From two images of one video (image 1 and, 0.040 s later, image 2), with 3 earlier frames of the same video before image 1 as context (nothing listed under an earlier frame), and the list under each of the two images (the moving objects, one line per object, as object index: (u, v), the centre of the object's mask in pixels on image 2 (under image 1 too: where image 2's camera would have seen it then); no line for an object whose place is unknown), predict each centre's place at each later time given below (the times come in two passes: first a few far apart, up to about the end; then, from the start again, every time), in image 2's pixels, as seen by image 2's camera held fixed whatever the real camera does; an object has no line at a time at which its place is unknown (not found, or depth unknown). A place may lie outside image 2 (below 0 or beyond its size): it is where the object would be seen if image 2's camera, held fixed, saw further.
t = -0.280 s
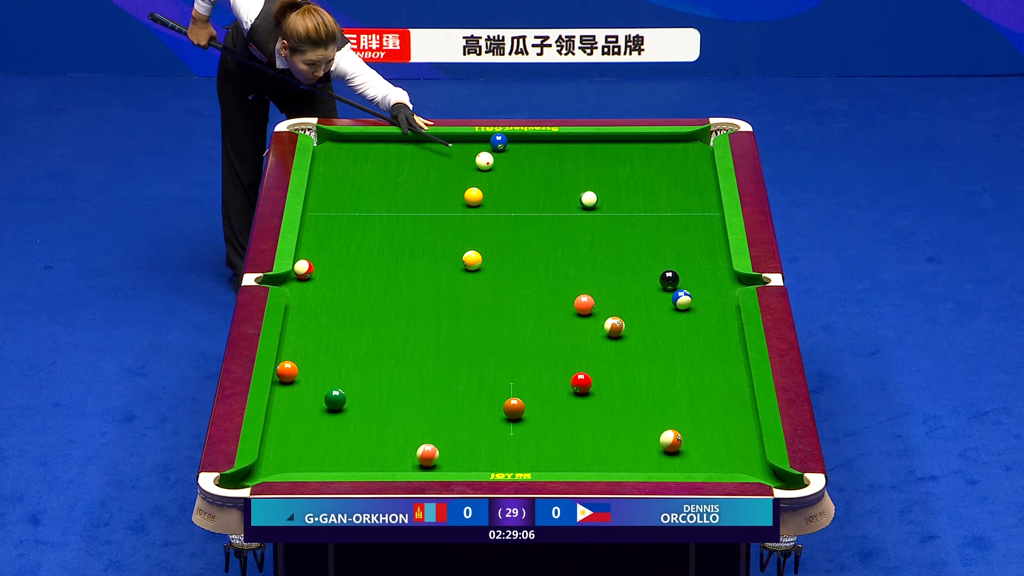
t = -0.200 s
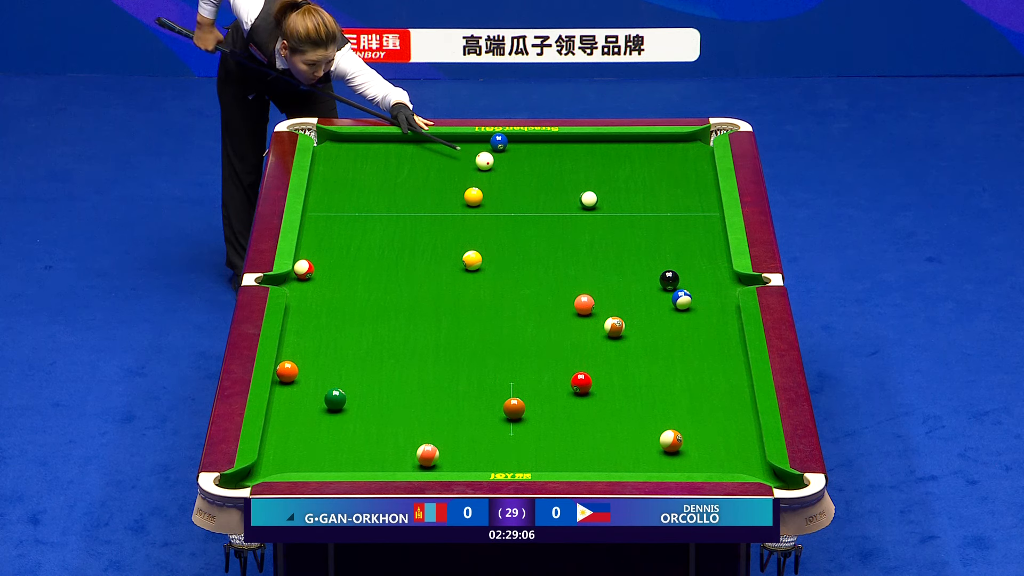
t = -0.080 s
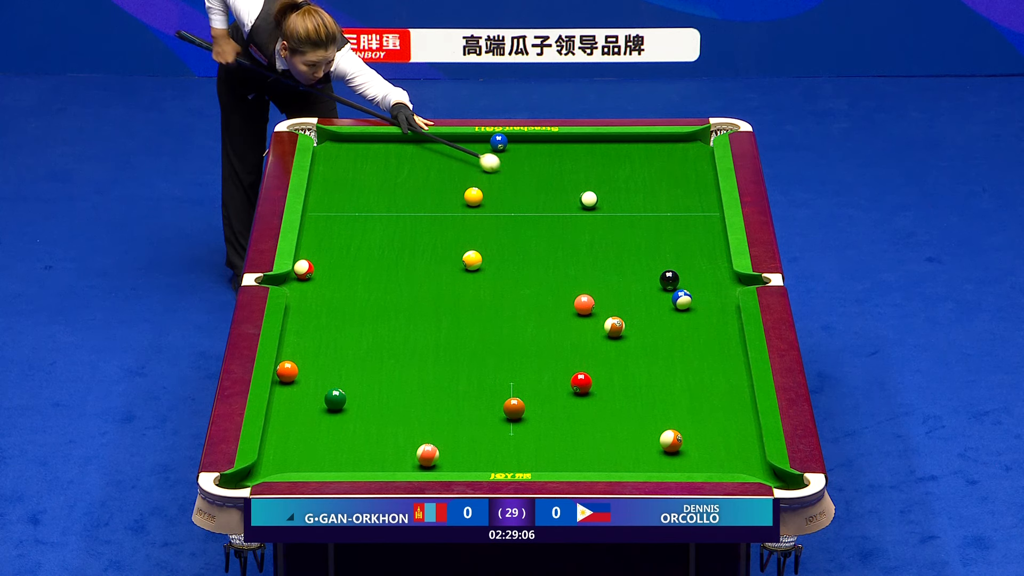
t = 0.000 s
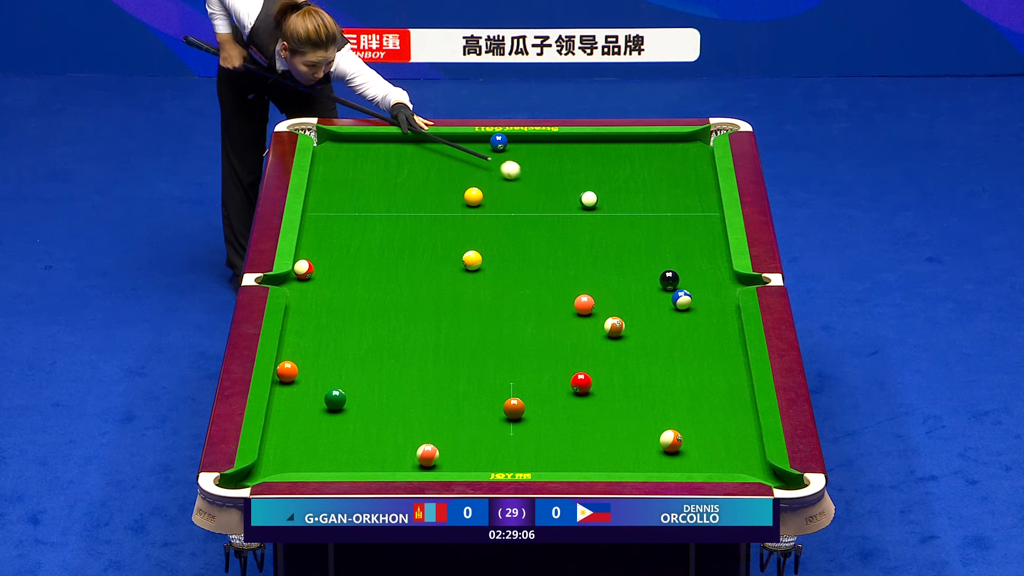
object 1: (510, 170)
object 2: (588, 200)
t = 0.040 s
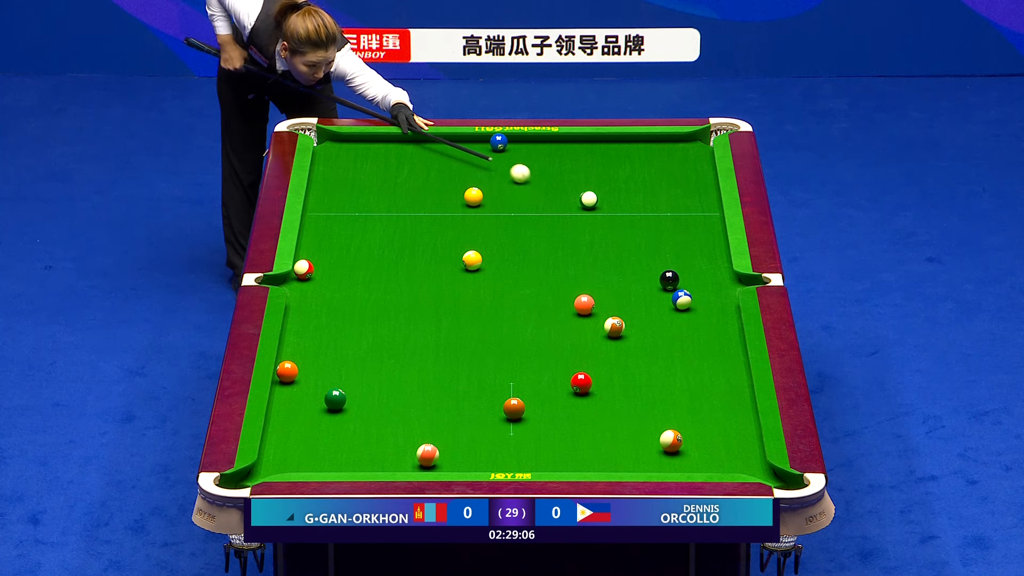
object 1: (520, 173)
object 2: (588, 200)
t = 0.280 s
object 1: (575, 192)
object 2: (589, 200)
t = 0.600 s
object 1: (606, 195)
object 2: (632, 223)
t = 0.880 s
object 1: (632, 198)
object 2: (665, 240)
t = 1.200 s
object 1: (660, 200)
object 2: (702, 260)
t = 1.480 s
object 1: (681, 202)
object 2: (722, 277)
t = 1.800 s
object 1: (704, 204)
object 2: (717, 295)
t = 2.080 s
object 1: (709, 206)
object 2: (712, 310)
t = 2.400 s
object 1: (699, 207)
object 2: (705, 327)
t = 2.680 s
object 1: (693, 207)
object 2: (699, 340)
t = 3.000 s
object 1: (688, 208)
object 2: (693, 355)
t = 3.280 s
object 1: (687, 208)
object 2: (688, 367)
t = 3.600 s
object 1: (686, 208)
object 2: (683, 379)
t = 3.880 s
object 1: (686, 208)
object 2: (678, 389)
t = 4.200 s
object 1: (686, 208)
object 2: (675, 400)
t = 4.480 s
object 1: (686, 208)
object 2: (671, 408)
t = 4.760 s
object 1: (686, 208)
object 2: (668, 415)
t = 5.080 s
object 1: (686, 208)
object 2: (665, 422)
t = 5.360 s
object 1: (686, 208)
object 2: (663, 426)
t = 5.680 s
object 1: (686, 208)
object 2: (660, 430)
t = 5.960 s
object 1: (686, 208)
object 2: (658, 431)
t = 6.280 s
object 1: (686, 208)
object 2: (658, 432)
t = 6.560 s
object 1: (686, 208)
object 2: (658, 432)
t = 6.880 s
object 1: (686, 208)
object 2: (658, 432)
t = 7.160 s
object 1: (686, 208)
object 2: (658, 432)
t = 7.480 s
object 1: (686, 208)
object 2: (658, 432)
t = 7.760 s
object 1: (686, 208)
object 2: (658, 432)
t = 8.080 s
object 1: (686, 208)
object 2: (658, 432)
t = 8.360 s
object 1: (686, 208)
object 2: (658, 432)
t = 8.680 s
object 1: (686, 208)
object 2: (658, 432)
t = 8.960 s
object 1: (686, 208)
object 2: (658, 432)
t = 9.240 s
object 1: (686, 208)
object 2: (659, 432)
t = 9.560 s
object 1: (686, 208)
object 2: (659, 432)
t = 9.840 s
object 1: (686, 208)
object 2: (659, 432)
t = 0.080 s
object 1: (529, 176)
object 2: (588, 200)
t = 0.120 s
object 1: (539, 180)
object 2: (588, 200)
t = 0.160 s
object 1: (548, 183)
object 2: (588, 200)
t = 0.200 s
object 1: (558, 186)
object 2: (588, 200)
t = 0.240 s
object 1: (568, 190)
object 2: (588, 200)
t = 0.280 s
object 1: (575, 192)
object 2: (589, 200)
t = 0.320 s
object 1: (580, 193)
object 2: (595, 203)
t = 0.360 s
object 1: (584, 193)
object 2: (601, 207)
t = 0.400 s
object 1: (587, 193)
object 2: (607, 210)
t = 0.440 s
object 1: (591, 193)
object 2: (613, 213)
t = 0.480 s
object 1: (595, 194)
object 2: (617, 215)
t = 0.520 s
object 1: (599, 194)
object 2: (623, 218)
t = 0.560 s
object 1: (603, 195)
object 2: (627, 221)
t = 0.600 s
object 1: (606, 195)
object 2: (632, 223)
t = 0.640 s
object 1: (610, 195)
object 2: (636, 225)
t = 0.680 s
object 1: (614, 196)
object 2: (641, 228)
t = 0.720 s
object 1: (618, 196)
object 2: (646, 231)
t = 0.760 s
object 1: (622, 196)
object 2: (651, 233)
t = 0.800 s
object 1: (625, 197)
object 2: (656, 235)
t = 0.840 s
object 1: (629, 197)
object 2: (661, 238)
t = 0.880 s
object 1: (632, 198)
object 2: (665, 240)
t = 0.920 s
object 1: (636, 198)
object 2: (669, 243)
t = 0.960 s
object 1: (639, 198)
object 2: (674, 245)
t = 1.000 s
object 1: (643, 199)
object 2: (679, 248)
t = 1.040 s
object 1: (646, 199)
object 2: (684, 250)
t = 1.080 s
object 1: (650, 199)
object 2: (688, 253)
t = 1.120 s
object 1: (653, 200)
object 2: (693, 255)
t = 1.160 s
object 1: (656, 200)
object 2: (698, 258)
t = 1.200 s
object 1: (660, 200)
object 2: (702, 260)
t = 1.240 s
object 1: (663, 200)
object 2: (707, 263)
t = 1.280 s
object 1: (666, 201)
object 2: (711, 265)
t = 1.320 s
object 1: (669, 201)
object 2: (716, 268)
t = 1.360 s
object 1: (672, 201)
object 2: (721, 270)
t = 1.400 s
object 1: (675, 202)
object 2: (724, 273)
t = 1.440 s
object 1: (678, 202)
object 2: (723, 275)
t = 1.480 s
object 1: (681, 202)
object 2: (722, 277)
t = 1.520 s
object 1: (684, 202)
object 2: (721, 280)
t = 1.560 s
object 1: (687, 203)
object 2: (720, 282)
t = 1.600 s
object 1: (690, 203)
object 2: (720, 284)
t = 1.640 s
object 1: (693, 203)
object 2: (719, 286)
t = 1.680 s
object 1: (696, 203)
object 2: (718, 288)
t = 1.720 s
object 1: (698, 204)
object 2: (718, 291)
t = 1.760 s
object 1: (701, 204)
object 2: (718, 293)
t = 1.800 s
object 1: (704, 204)
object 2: (717, 295)
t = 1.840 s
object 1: (706, 204)
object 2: (716, 297)
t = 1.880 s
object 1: (709, 205)
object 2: (716, 299)
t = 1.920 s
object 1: (711, 205)
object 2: (715, 302)
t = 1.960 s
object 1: (713, 205)
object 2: (714, 304)
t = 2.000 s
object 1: (711, 205)
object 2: (713, 306)
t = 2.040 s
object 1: (710, 205)
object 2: (713, 308)
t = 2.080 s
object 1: (709, 206)
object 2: (712, 310)
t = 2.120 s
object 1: (707, 206)
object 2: (711, 312)
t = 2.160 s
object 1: (706, 206)
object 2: (710, 315)
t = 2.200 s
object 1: (705, 206)
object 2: (710, 317)
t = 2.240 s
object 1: (704, 206)
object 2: (708, 318)
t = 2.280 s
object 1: (703, 206)
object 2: (708, 320)
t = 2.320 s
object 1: (701, 206)
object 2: (707, 322)
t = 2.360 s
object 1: (700, 207)
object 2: (706, 324)
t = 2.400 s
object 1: (699, 207)
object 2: (705, 327)
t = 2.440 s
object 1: (698, 207)
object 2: (704, 329)
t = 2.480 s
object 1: (697, 207)
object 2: (703, 330)
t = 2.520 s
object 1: (696, 207)
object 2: (703, 332)
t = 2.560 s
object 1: (695, 207)
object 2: (702, 334)
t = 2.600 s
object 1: (694, 207)
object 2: (701, 336)
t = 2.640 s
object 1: (694, 207)
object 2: (700, 338)
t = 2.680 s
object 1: (693, 207)
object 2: (699, 340)
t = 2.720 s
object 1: (692, 207)
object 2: (699, 342)
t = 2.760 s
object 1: (692, 208)
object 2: (698, 344)
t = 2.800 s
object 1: (691, 208)
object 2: (697, 345)
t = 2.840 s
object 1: (690, 208)
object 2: (696, 347)
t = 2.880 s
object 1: (690, 208)
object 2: (696, 349)
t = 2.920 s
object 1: (689, 208)
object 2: (695, 351)
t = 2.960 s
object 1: (689, 208)
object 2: (694, 353)
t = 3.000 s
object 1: (688, 208)
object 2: (693, 355)
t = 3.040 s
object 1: (688, 208)
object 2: (692, 356)
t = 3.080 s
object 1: (688, 208)
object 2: (692, 358)
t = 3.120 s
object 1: (687, 208)
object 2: (691, 360)
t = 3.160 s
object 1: (687, 208)
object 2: (690, 361)
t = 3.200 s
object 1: (687, 208)
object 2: (689, 363)
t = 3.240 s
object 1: (687, 208)
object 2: (689, 365)
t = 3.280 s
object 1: (687, 208)
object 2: (688, 367)
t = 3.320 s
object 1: (686, 208)
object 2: (687, 369)
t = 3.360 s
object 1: (686, 208)
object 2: (687, 370)
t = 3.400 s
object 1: (686, 208)
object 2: (686, 371)
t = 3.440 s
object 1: (686, 208)
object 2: (685, 373)
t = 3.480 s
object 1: (686, 208)
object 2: (685, 374)
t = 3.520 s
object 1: (686, 208)
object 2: (684, 376)
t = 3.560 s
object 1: (686, 208)
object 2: (683, 378)
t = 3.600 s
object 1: (686, 208)
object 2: (683, 379)
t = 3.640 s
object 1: (686, 208)
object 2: (682, 381)
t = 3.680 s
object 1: (686, 208)
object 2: (681, 382)
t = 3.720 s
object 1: (686, 208)
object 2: (680, 383)
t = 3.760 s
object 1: (686, 208)
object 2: (680, 385)
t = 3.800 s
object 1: (686, 208)
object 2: (679, 386)
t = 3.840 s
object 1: (686, 208)
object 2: (679, 388)
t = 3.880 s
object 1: (686, 208)
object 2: (678, 389)
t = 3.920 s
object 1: (686, 208)
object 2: (677, 390)
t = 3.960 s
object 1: (686, 208)
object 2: (677, 392)
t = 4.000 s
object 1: (686, 208)
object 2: (677, 394)
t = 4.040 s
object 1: (686, 208)
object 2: (676, 395)
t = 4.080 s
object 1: (686, 208)
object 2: (676, 396)
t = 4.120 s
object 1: (686, 208)
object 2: (675, 397)
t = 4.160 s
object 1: (686, 208)
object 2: (675, 398)
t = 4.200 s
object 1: (686, 208)
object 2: (675, 400)
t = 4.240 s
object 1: (686, 208)
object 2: (674, 401)
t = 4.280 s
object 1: (686, 208)
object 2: (673, 402)
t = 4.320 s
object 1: (686, 208)
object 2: (673, 404)
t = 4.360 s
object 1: (686, 208)
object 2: (672, 405)
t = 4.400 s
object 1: (686, 208)
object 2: (672, 406)
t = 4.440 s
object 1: (686, 208)
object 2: (671, 407)
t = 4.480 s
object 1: (686, 208)
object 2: (671, 408)
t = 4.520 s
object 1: (686, 208)
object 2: (670, 409)
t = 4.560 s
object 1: (686, 208)
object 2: (670, 410)
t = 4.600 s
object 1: (686, 208)
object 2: (670, 411)
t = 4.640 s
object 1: (686, 208)
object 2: (669, 412)
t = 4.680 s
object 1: (686, 208)
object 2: (669, 413)
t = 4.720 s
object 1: (686, 208)
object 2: (668, 414)
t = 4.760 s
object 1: (686, 208)
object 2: (668, 415)
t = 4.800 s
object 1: (686, 208)
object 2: (667, 417)
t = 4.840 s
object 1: (686, 208)
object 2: (667, 417)
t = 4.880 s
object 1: (686, 208)
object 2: (667, 418)
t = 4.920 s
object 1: (686, 208)
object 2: (666, 419)
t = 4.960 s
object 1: (686, 208)
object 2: (666, 420)
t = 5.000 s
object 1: (686, 208)
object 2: (666, 421)
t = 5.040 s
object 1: (686, 208)
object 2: (666, 421)
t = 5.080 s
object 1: (686, 208)
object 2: (665, 422)
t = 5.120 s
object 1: (686, 208)
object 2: (665, 422)
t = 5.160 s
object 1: (686, 208)
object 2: (665, 423)
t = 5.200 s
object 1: (686, 208)
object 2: (664, 424)
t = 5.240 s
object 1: (686, 208)
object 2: (664, 424)
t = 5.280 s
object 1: (686, 208)
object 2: (664, 425)
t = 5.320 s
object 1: (686, 208)
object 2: (663, 425)
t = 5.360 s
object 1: (686, 208)
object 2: (663, 426)
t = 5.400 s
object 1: (686, 208)
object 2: (662, 427)
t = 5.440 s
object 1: (686, 208)
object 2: (662, 427)
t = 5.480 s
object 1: (686, 208)
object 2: (662, 427)
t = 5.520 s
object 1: (686, 208)
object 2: (661, 428)
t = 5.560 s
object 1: (686, 208)
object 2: (661, 429)
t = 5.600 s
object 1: (686, 208)
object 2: (661, 429)
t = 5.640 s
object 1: (686, 208)
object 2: (660, 430)
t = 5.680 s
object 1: (686, 208)
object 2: (660, 430)
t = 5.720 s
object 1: (686, 208)
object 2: (659, 430)
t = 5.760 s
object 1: (686, 208)
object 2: (659, 431)
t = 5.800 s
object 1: (686, 208)
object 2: (659, 431)
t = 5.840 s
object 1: (686, 208)
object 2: (659, 431)
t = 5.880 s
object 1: (686, 208)
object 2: (658, 431)
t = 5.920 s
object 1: (686, 208)
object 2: (658, 431)
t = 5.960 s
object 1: (686, 208)
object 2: (658, 431)
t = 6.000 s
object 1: (686, 208)
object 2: (658, 431)
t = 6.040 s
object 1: (686, 208)
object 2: (658, 432)
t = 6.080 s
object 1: (686, 208)
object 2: (658, 431)
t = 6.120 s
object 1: (686, 208)
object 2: (658, 432)
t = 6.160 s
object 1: (686, 208)
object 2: (658, 432)
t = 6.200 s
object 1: (686, 208)
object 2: (658, 432)
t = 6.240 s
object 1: (686, 208)
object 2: (658, 432)
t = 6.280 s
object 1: (686, 208)
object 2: (658, 432)
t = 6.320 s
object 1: (686, 208)
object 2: (658, 432)
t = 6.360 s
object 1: (686, 208)
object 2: (658, 432)
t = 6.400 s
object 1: (686, 208)
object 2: (658, 432)
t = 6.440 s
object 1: (686, 208)
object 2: (659, 432)
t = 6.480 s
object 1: (686, 208)
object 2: (659, 432)
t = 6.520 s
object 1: (686, 208)
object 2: (658, 432)
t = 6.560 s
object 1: (686, 208)
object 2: (658, 432)
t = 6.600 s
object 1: (686, 208)
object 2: (658, 432)
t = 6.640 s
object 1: (686, 208)
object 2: (658, 432)
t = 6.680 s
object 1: (686, 208)
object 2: (658, 432)
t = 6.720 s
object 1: (686, 208)
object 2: (658, 432)
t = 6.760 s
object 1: (686, 208)
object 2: (658, 432)
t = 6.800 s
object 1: (686, 208)
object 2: (658, 432)
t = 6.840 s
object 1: (686, 208)
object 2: (658, 432)
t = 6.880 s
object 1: (686, 208)
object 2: (658, 432)
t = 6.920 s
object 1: (686, 208)
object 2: (658, 432)
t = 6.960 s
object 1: (686, 208)
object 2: (658, 432)
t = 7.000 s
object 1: (686, 208)
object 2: (658, 432)
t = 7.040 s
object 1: (686, 208)
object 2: (658, 432)
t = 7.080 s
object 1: (686, 208)
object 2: (658, 432)
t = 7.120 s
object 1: (686, 208)
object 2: (658, 432)
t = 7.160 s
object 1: (686, 208)
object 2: (658, 432)
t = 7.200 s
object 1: (686, 208)
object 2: (658, 432)
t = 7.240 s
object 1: (686, 208)
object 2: (658, 432)
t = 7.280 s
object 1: (686, 208)
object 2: (658, 432)
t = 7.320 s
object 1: (686, 208)
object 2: (658, 432)
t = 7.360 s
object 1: (686, 208)
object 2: (658, 432)
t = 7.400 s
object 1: (686, 208)
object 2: (658, 432)
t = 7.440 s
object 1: (686, 208)
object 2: (658, 432)
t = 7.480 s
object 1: (686, 208)
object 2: (658, 432)
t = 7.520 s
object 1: (686, 208)
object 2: (658, 432)
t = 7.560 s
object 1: (686, 208)
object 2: (658, 432)
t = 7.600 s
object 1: (686, 208)
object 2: (658, 432)
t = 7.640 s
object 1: (686, 208)
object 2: (658, 432)
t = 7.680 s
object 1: (686, 208)
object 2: (658, 432)
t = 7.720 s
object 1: (686, 208)
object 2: (658, 432)
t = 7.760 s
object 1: (686, 208)
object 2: (658, 432)
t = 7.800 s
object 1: (686, 208)
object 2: (658, 432)
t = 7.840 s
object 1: (686, 208)
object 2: (658, 432)
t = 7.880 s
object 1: (686, 208)
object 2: (658, 432)
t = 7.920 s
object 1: (686, 208)
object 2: (658, 432)
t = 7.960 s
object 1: (686, 208)
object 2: (658, 432)
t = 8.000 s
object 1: (686, 208)
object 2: (658, 432)
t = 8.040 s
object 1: (686, 208)
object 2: (658, 432)
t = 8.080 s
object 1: (686, 208)
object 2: (658, 432)
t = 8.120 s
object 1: (686, 208)
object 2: (658, 432)
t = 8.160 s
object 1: (686, 208)
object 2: (658, 432)
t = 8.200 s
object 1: (686, 208)
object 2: (658, 432)
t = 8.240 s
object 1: (686, 208)
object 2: (658, 432)
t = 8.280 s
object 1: (686, 208)
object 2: (658, 432)
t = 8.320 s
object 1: (686, 208)
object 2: (658, 432)
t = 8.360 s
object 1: (686, 208)
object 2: (658, 432)
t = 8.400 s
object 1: (686, 208)
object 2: (658, 432)
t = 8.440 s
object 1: (686, 208)
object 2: (658, 432)
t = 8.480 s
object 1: (686, 208)
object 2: (658, 432)
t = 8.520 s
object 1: (686, 208)
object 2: (658, 432)
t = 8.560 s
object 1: (686, 208)
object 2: (658, 432)
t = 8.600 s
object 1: (686, 208)
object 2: (658, 432)
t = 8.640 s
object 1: (686, 208)
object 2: (658, 432)
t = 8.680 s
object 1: (686, 208)
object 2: (658, 432)
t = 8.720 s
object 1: (686, 208)
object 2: (658, 432)
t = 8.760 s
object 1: (686, 208)
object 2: (658, 432)
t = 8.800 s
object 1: (686, 208)
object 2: (658, 432)
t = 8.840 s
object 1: (686, 208)
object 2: (658, 432)
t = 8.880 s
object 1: (686, 208)
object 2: (659, 432)
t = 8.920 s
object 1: (686, 208)
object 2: (659, 432)
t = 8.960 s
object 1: (686, 208)
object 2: (658, 432)
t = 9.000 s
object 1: (686, 208)
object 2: (658, 432)
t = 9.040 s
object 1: (686, 208)
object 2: (658, 432)
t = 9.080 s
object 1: (686, 208)
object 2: (658, 432)
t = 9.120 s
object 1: (686, 208)
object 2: (659, 432)
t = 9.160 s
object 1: (686, 208)
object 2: (659, 432)
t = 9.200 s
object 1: (686, 208)
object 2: (659, 432)
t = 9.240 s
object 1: (686, 208)
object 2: (659, 432)
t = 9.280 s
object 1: (686, 208)
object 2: (659, 432)
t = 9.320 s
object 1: (686, 208)
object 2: (659, 432)
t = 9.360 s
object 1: (686, 208)
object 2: (659, 432)
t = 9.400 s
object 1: (686, 208)
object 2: (659, 432)
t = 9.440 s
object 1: (686, 208)
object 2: (659, 432)
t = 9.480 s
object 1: (686, 208)
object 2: (659, 432)
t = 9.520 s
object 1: (686, 208)
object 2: (659, 432)
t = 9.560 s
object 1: (686, 208)
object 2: (659, 432)
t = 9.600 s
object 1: (686, 208)
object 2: (659, 432)
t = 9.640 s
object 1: (686, 208)
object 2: (659, 432)
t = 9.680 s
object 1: (686, 208)
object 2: (659, 432)
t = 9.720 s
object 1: (686, 208)
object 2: (659, 432)
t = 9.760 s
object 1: (686, 208)
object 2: (659, 432)
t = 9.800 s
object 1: (686, 208)
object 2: (659, 432)
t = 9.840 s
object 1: (686, 208)
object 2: (659, 432)
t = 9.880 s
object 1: (686, 208)
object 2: (659, 432)
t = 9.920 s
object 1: (686, 208)
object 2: (659, 432)
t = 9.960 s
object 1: (686, 208)
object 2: (659, 432)
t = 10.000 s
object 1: (686, 208)
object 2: (659, 432)
